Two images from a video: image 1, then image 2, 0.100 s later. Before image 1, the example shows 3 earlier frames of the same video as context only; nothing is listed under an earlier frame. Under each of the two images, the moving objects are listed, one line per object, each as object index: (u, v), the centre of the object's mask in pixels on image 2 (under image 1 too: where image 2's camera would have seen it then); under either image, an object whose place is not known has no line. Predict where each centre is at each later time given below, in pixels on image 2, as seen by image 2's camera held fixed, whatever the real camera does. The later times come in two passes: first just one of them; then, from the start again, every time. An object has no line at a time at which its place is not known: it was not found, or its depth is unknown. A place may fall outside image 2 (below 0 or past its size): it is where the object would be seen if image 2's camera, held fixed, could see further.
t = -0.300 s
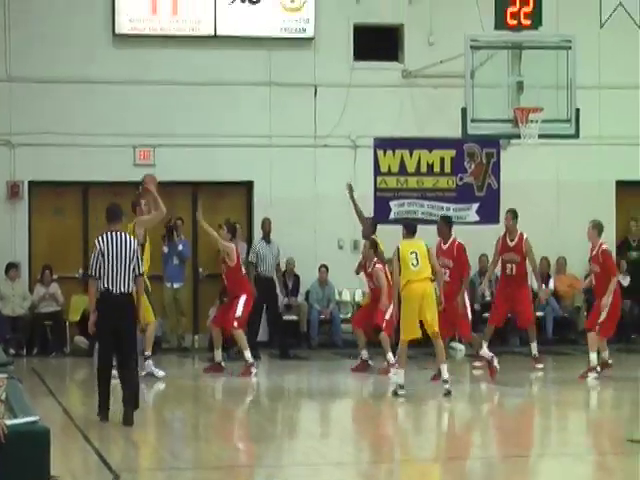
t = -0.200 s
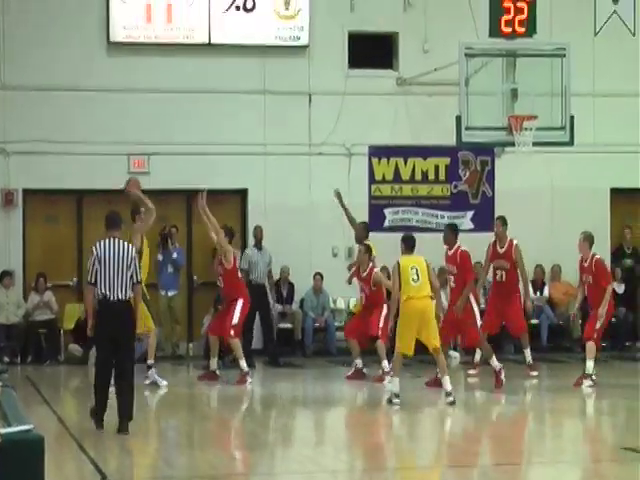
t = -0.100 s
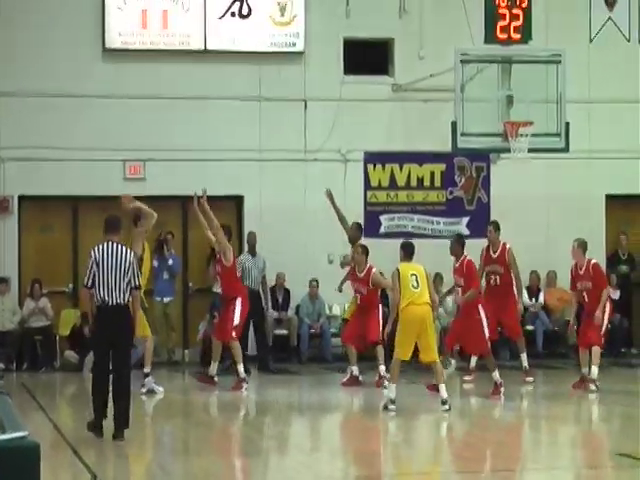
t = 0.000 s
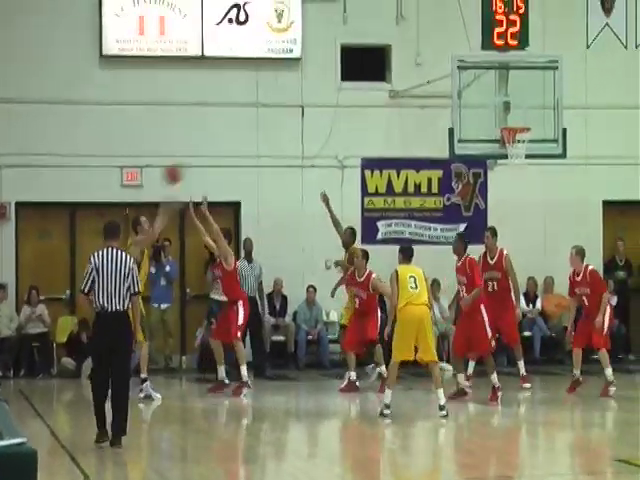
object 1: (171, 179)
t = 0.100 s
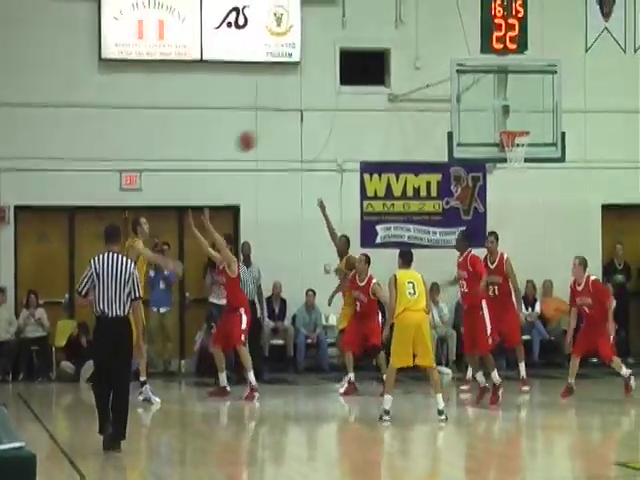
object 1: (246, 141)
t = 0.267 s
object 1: (370, 101)
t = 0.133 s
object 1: (271, 132)
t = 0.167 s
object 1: (296, 121)
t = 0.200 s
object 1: (321, 114)
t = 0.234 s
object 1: (346, 107)
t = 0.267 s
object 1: (370, 101)
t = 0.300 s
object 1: (396, 95)
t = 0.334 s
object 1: (422, 91)
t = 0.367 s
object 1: (446, 88)
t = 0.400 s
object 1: (472, 86)
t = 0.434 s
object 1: (498, 85)
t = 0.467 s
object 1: (523, 85)
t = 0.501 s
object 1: (549, 85)
